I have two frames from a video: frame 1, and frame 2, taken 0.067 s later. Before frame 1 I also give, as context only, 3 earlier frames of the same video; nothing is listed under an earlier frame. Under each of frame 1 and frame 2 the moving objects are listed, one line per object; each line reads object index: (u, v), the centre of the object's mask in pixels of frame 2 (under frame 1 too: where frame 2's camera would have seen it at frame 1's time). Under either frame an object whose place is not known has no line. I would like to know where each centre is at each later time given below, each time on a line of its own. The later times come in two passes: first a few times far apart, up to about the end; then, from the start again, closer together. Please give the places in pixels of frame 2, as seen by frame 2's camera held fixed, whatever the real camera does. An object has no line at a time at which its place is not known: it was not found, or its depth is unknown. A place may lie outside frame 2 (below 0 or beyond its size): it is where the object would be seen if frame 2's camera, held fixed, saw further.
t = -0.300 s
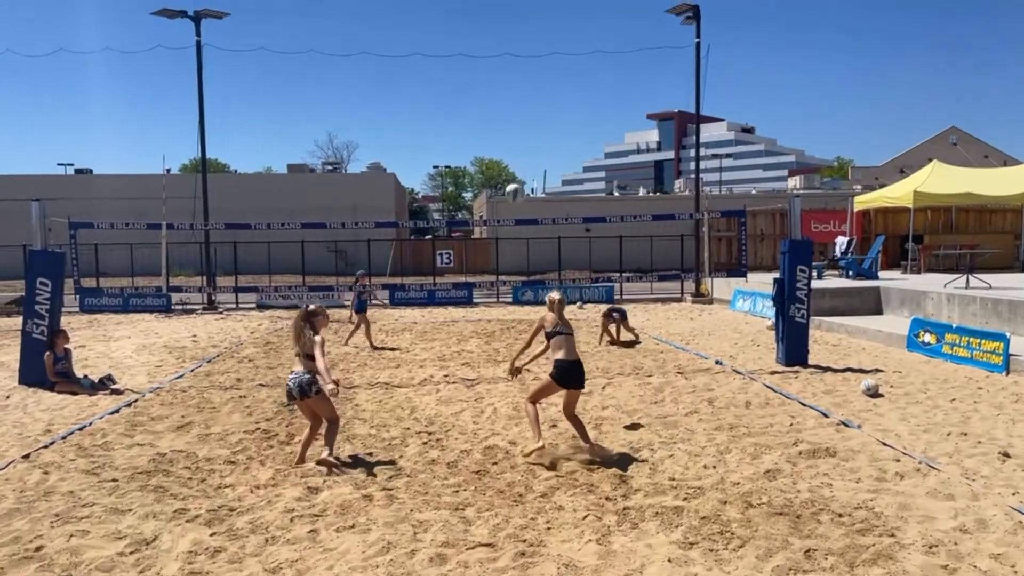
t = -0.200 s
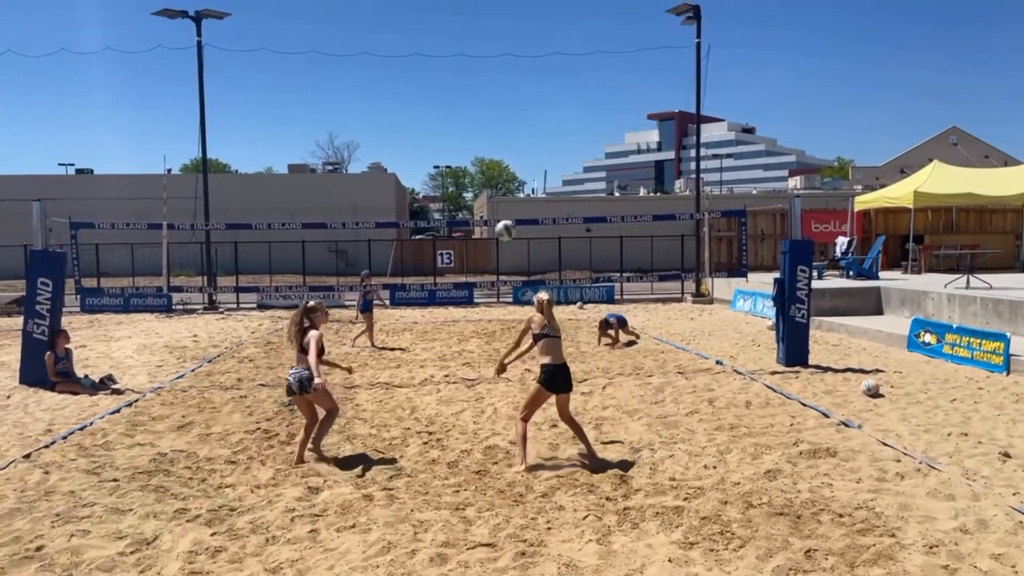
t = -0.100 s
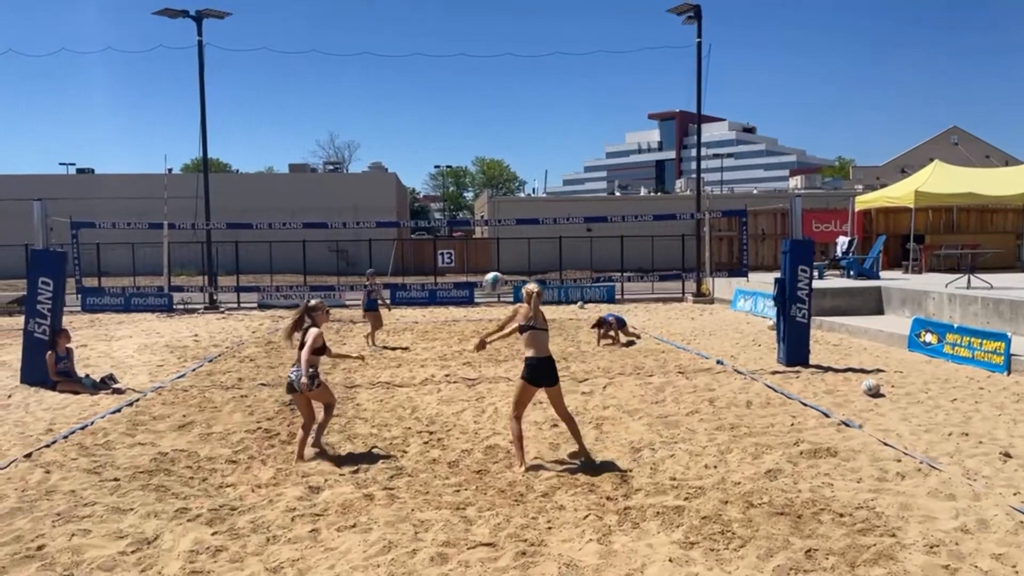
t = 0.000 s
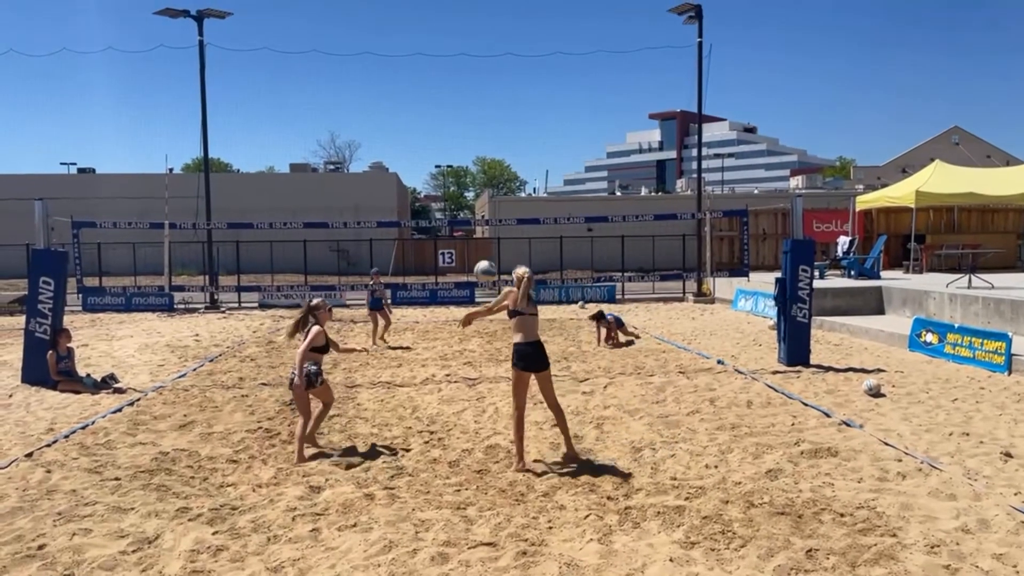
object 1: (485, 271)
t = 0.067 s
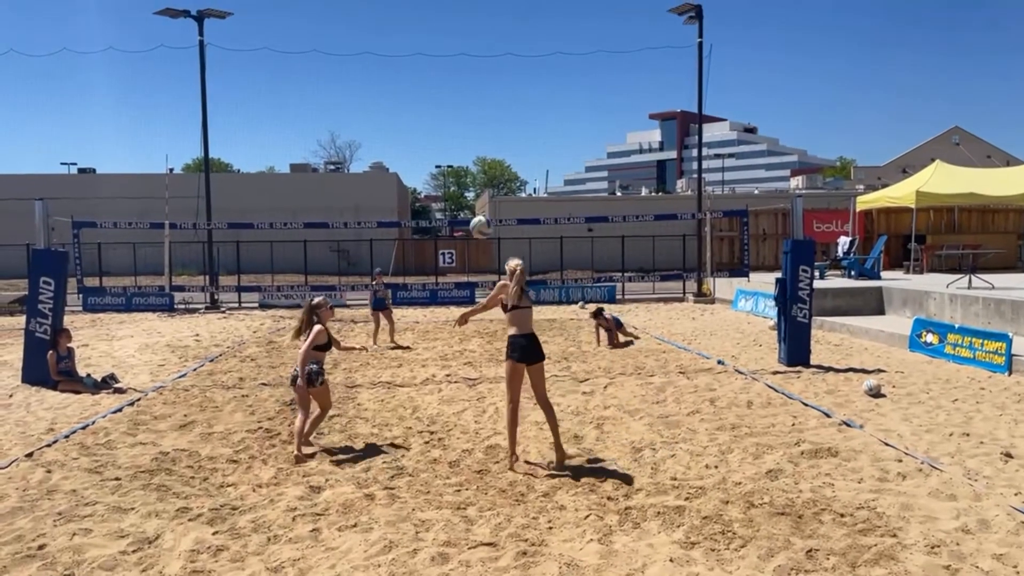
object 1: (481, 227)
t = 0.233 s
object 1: (471, 138)
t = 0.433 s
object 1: (459, 75)
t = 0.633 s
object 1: (449, 54)
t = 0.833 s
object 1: (439, 71)
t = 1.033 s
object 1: (431, 124)
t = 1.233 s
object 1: (422, 205)
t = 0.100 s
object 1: (478, 206)
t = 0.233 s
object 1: (471, 138)
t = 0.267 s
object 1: (469, 125)
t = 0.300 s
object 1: (467, 112)
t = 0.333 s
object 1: (465, 101)
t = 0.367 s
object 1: (463, 91)
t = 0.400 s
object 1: (461, 83)
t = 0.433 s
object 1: (459, 75)
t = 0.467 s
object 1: (457, 69)
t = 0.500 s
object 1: (455, 63)
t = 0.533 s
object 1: (454, 60)
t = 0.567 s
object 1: (452, 57)
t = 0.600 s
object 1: (450, 55)
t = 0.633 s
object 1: (449, 54)
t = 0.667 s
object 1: (447, 54)
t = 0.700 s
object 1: (445, 55)
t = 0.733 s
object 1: (444, 58)
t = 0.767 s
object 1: (442, 61)
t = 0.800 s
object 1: (441, 65)
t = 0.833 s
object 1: (439, 71)
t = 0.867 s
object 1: (438, 78)
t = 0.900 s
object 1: (436, 85)
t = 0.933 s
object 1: (435, 93)
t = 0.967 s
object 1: (434, 102)
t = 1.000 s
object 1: (432, 113)
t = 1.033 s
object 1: (431, 124)
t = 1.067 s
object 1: (430, 135)
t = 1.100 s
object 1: (428, 148)
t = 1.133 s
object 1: (427, 161)
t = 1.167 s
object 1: (425, 175)
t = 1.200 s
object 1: (424, 191)
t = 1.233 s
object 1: (422, 205)
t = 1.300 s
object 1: (420, 238)
